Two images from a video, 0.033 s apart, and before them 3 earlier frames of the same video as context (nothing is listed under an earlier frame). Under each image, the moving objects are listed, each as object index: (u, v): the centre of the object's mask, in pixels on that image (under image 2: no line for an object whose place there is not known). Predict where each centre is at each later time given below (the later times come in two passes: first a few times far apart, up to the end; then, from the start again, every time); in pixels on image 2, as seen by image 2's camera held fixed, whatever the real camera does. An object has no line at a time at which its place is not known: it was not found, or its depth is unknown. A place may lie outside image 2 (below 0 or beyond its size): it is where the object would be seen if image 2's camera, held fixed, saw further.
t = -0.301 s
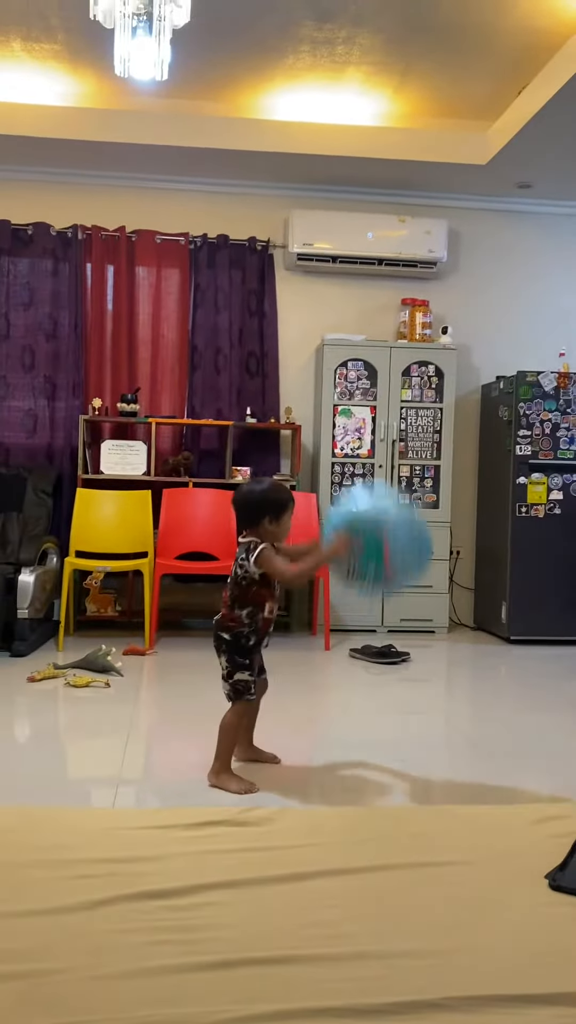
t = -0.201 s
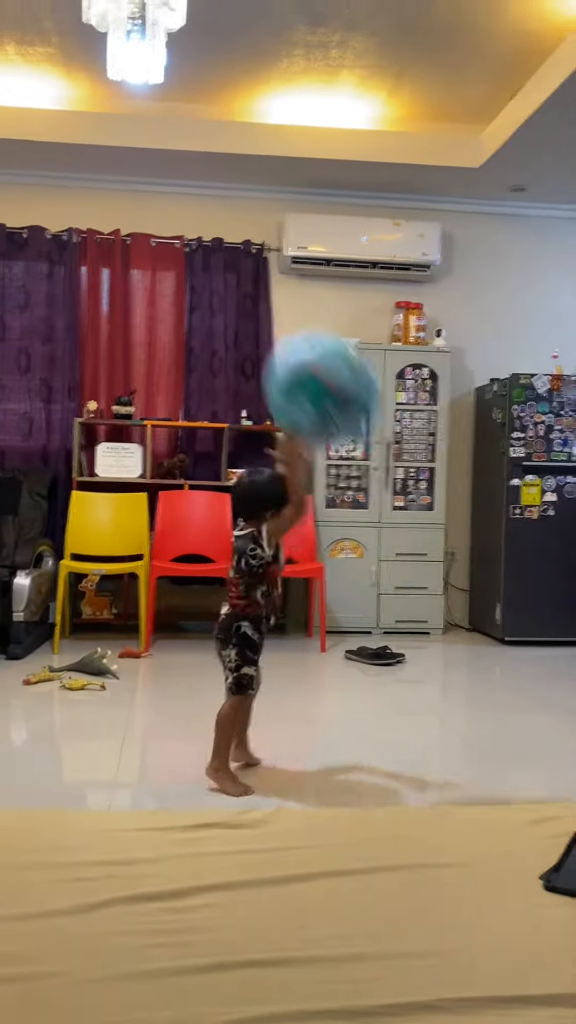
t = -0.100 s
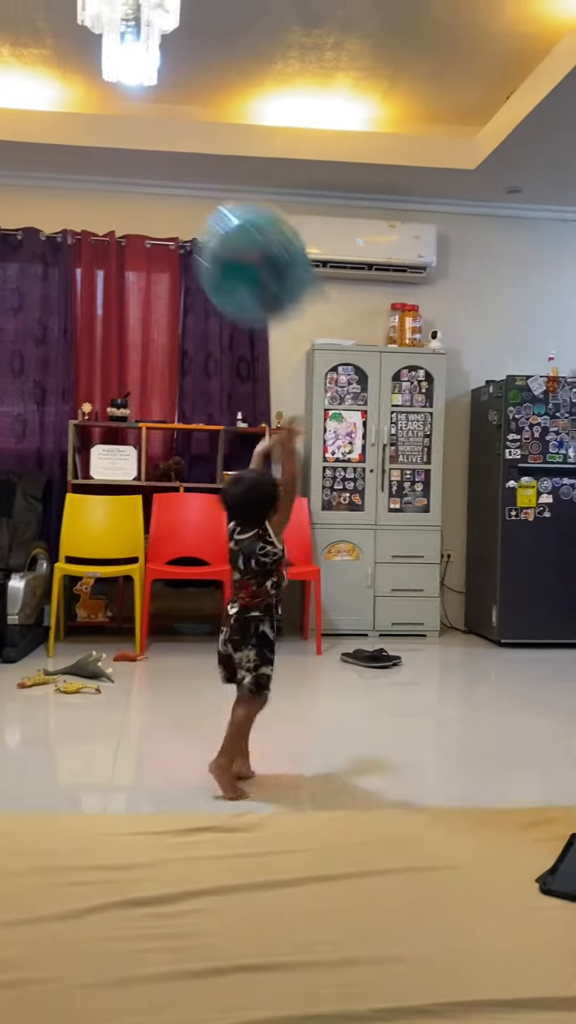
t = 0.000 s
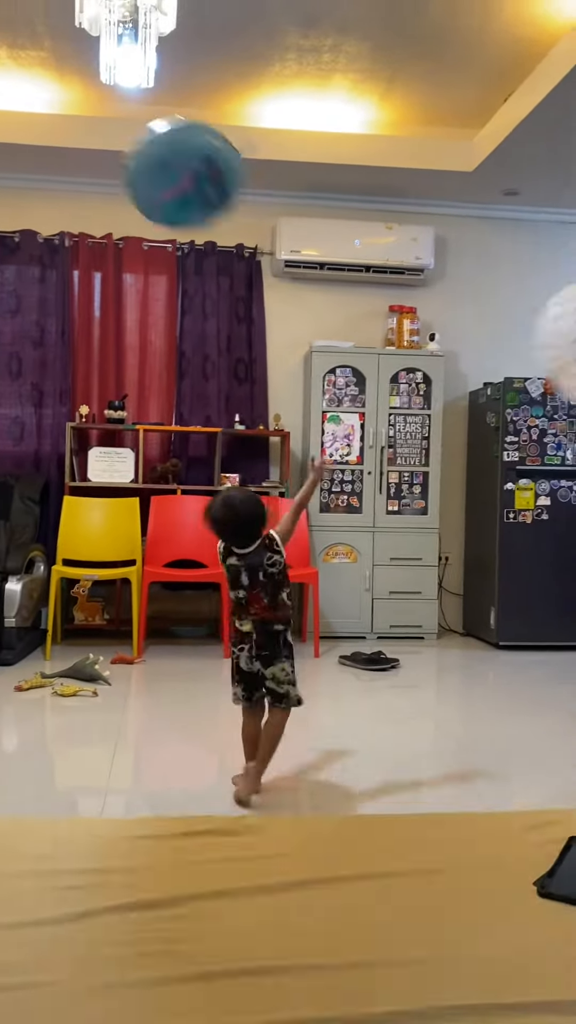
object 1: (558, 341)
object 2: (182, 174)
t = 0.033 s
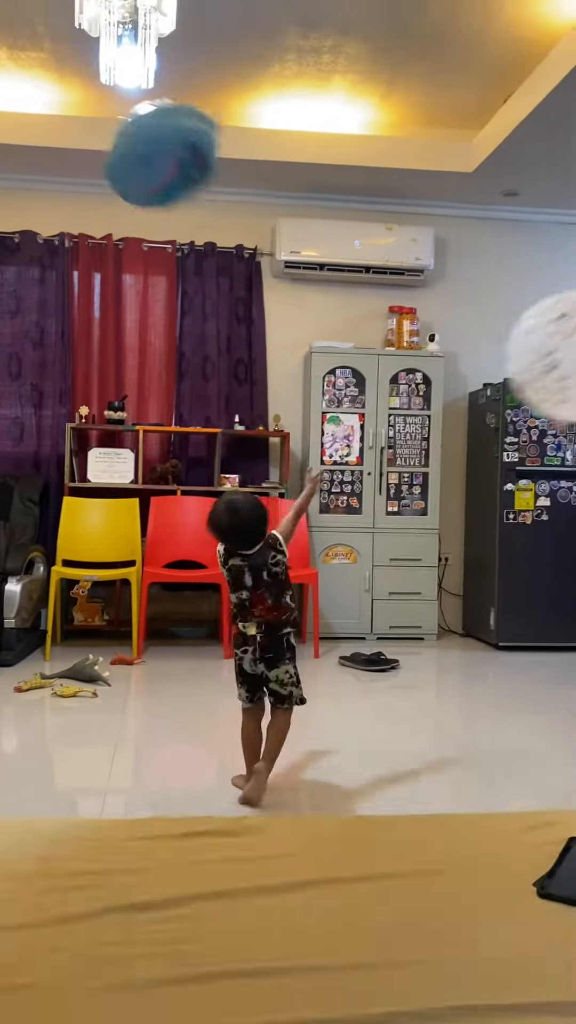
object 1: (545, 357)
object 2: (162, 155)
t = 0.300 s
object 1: (453, 501)
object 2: (48, 96)
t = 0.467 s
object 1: (412, 594)
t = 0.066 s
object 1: (533, 374)
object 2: (141, 141)
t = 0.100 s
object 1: (521, 391)
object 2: (124, 130)
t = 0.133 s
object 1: (506, 410)
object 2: (109, 122)
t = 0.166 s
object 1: (492, 428)
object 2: (95, 114)
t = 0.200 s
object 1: (481, 446)
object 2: (82, 108)
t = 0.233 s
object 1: (470, 464)
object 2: (70, 102)
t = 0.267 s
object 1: (462, 483)
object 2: (59, 99)
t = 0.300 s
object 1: (453, 501)
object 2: (48, 96)
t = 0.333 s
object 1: (444, 518)
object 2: (39, 96)
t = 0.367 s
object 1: (438, 538)
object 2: (32, 97)
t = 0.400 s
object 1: (430, 556)
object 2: (25, 99)
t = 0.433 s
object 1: (420, 575)
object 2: (19, 101)
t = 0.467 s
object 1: (412, 594)
